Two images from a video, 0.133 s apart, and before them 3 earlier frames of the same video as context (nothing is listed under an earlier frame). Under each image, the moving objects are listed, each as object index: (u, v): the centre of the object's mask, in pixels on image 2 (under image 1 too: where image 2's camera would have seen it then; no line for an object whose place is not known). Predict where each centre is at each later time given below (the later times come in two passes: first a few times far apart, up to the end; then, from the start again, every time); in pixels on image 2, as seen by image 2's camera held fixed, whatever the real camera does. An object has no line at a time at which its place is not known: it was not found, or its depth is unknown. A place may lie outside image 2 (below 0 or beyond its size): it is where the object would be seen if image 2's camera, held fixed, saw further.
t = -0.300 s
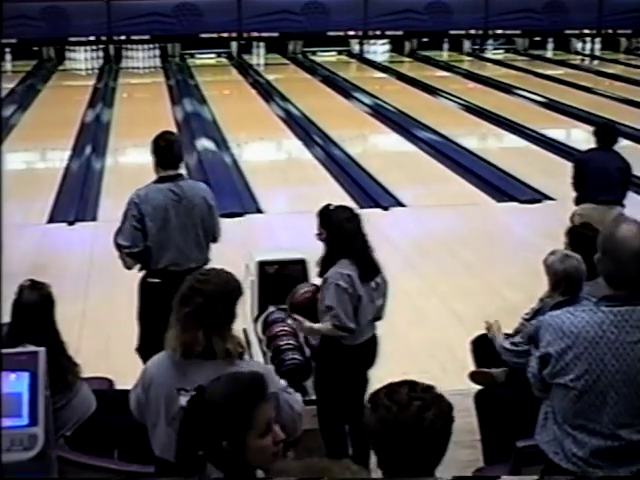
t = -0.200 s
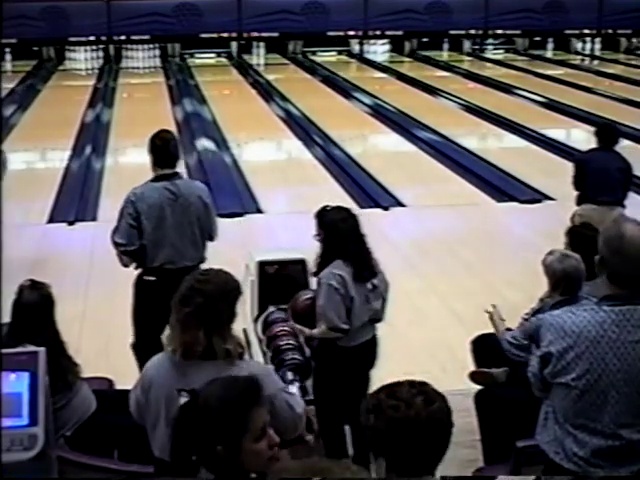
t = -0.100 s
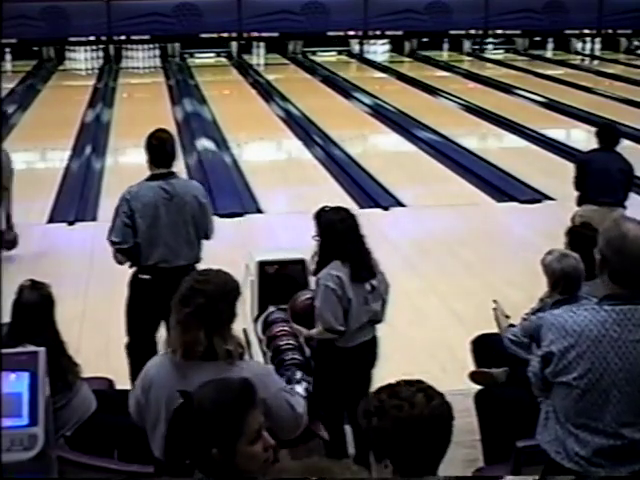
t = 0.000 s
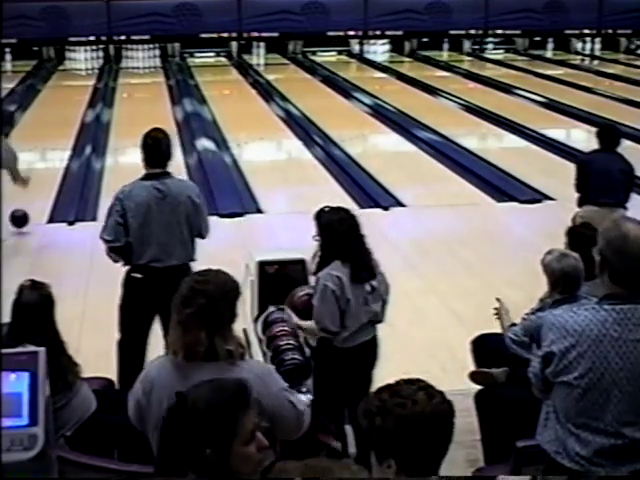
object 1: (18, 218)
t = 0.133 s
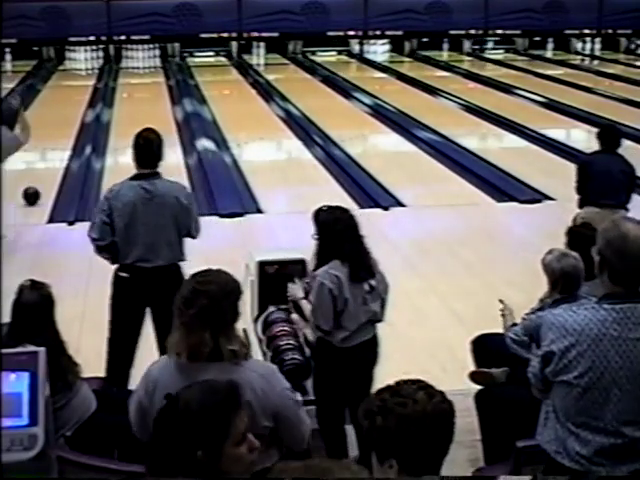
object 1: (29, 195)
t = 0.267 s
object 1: (39, 173)
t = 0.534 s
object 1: (53, 140)
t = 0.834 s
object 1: (65, 113)
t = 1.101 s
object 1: (73, 96)
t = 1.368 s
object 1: (78, 82)
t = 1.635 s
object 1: (81, 71)
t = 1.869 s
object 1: (83, 65)
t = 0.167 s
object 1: (32, 189)
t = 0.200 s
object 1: (34, 184)
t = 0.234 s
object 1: (37, 178)
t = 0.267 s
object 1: (39, 173)
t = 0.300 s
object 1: (41, 169)
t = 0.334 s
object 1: (43, 164)
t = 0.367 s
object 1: (45, 159)
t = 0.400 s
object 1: (47, 155)
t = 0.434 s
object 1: (49, 151)
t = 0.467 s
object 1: (50, 147)
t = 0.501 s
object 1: (52, 144)
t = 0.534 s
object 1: (53, 140)
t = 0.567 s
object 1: (55, 137)
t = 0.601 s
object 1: (57, 133)
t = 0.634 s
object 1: (58, 130)
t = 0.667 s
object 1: (59, 127)
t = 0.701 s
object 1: (61, 124)
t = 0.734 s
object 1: (62, 121)
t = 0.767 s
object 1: (63, 119)
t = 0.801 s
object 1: (64, 116)
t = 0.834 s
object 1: (65, 113)
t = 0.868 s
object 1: (66, 111)
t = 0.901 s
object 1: (67, 109)
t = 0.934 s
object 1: (68, 106)
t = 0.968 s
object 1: (69, 104)
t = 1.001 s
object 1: (70, 102)
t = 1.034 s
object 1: (71, 100)
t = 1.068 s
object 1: (72, 98)
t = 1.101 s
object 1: (73, 96)
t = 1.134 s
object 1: (73, 94)
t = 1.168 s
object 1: (74, 92)
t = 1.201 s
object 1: (74, 90)
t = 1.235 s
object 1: (75, 89)
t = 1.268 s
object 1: (76, 87)
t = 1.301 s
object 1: (76, 86)
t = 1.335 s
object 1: (77, 84)
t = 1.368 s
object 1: (78, 82)
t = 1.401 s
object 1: (78, 81)
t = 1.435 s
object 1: (78, 79)
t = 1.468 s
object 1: (79, 78)
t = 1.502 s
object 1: (79, 77)
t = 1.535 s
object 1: (79, 76)
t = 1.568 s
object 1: (80, 74)
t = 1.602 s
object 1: (80, 73)
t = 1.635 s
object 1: (81, 71)
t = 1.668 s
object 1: (81, 70)
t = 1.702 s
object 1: (82, 69)
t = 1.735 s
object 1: (83, 68)
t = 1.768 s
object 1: (83, 67)
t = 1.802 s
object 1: (83, 67)
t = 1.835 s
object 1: (83, 66)
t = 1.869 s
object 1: (83, 65)
